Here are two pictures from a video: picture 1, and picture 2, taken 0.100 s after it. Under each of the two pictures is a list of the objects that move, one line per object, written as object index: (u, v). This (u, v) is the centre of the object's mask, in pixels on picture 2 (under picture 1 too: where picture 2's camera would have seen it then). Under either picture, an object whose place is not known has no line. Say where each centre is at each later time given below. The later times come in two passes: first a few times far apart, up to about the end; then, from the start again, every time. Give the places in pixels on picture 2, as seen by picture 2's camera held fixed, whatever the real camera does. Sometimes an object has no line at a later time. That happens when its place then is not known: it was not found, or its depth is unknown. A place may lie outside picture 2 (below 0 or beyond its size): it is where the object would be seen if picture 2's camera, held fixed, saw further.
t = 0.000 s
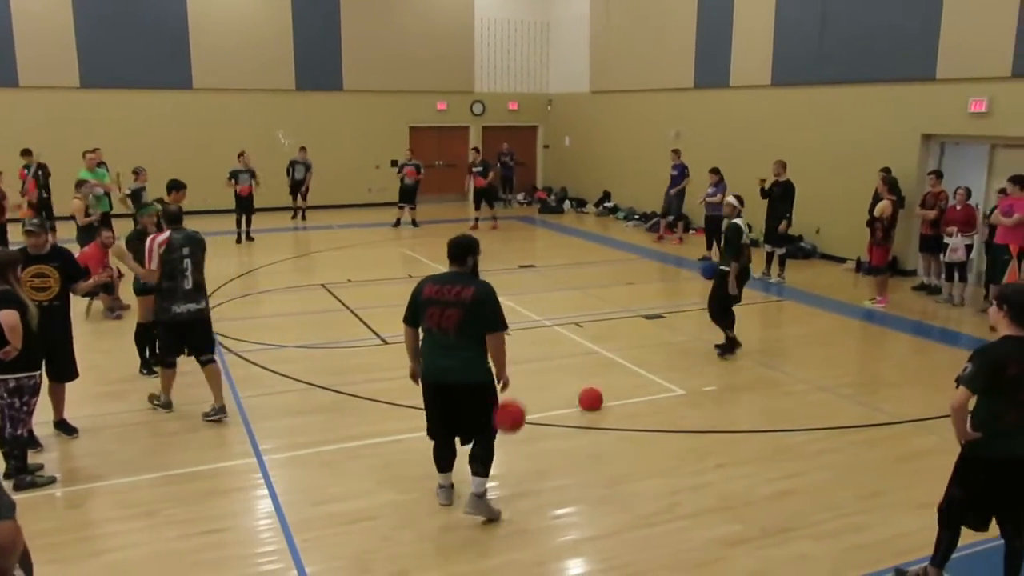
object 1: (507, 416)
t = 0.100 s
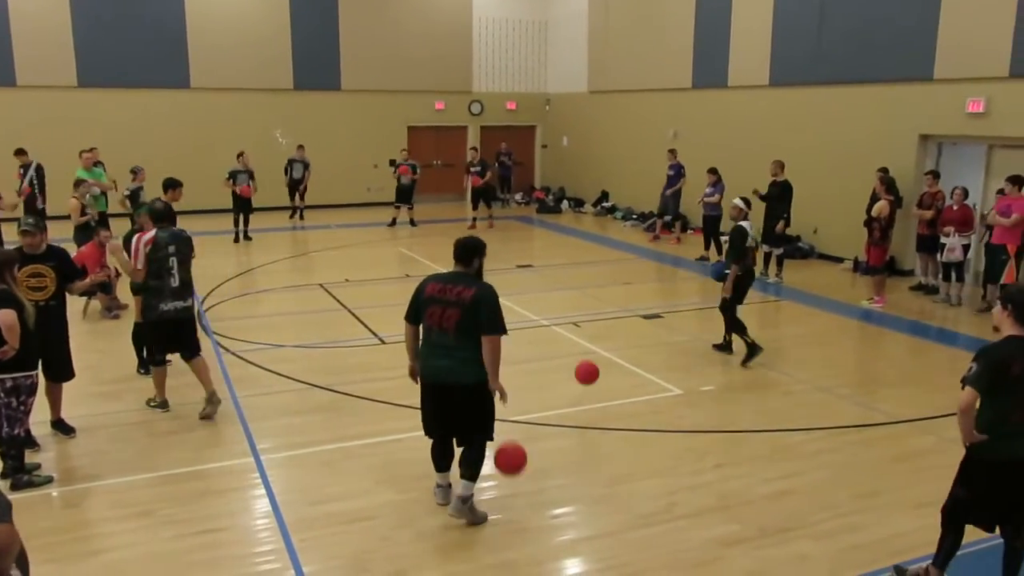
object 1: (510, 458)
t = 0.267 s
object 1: (526, 494)
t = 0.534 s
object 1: (560, 462)
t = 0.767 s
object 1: (591, 523)
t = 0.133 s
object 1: (513, 474)
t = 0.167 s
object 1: (516, 492)
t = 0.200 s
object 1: (518, 512)
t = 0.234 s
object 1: (522, 504)
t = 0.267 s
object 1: (526, 494)
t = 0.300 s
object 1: (530, 485)
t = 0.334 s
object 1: (534, 477)
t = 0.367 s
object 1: (538, 471)
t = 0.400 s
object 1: (543, 466)
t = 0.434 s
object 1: (547, 463)
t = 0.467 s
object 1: (551, 461)
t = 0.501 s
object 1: (555, 461)
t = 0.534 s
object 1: (560, 462)
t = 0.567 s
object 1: (564, 465)
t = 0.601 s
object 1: (568, 471)
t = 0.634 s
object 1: (573, 477)
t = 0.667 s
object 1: (577, 486)
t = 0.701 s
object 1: (582, 496)
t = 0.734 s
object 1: (586, 509)
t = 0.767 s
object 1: (591, 523)
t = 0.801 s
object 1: (596, 539)
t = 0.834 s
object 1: (601, 557)
